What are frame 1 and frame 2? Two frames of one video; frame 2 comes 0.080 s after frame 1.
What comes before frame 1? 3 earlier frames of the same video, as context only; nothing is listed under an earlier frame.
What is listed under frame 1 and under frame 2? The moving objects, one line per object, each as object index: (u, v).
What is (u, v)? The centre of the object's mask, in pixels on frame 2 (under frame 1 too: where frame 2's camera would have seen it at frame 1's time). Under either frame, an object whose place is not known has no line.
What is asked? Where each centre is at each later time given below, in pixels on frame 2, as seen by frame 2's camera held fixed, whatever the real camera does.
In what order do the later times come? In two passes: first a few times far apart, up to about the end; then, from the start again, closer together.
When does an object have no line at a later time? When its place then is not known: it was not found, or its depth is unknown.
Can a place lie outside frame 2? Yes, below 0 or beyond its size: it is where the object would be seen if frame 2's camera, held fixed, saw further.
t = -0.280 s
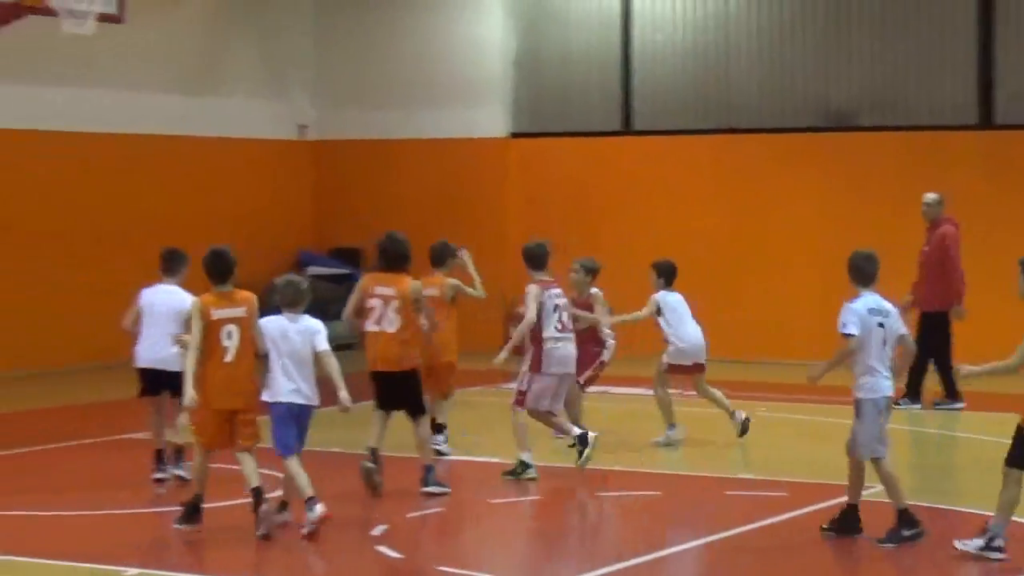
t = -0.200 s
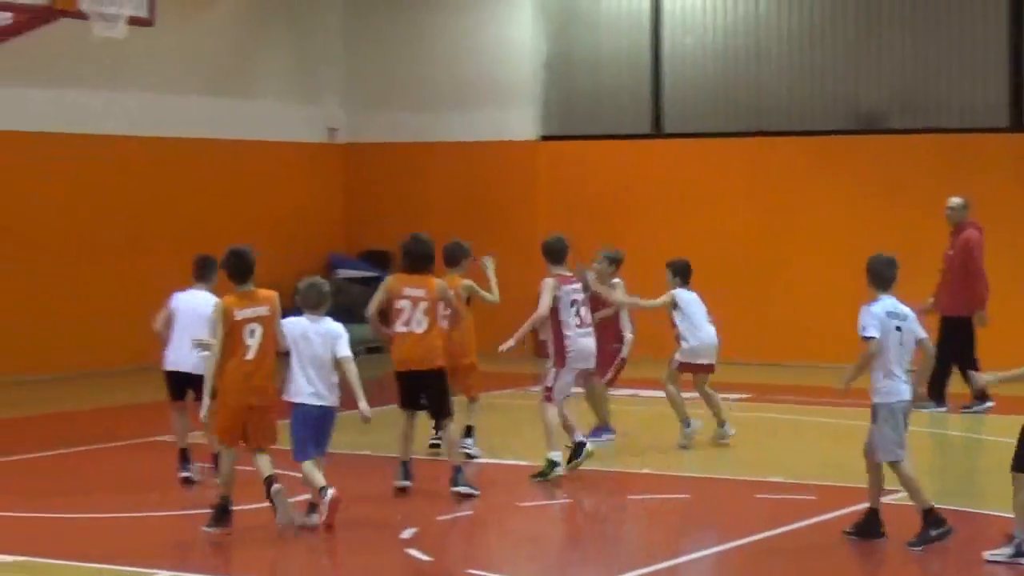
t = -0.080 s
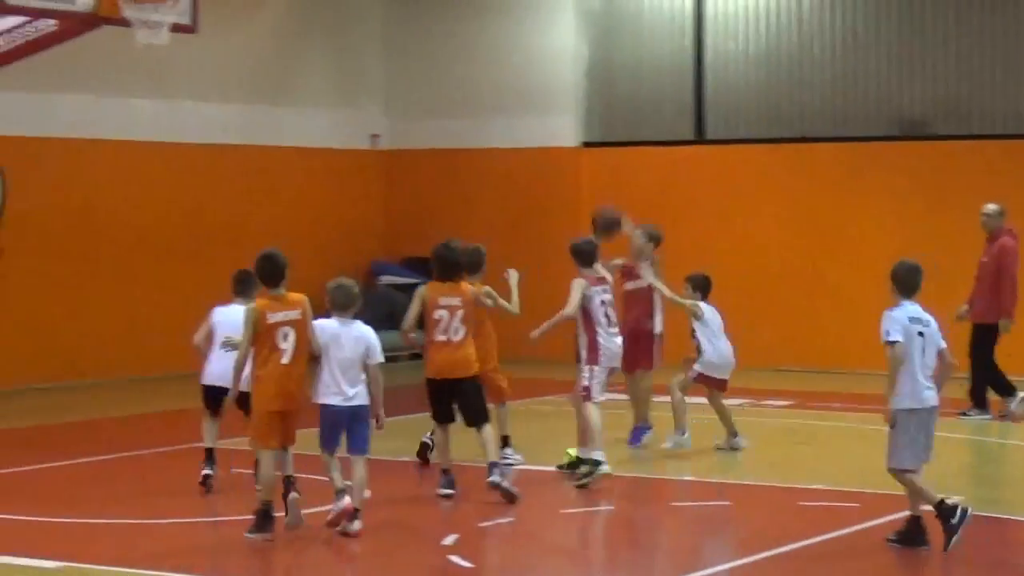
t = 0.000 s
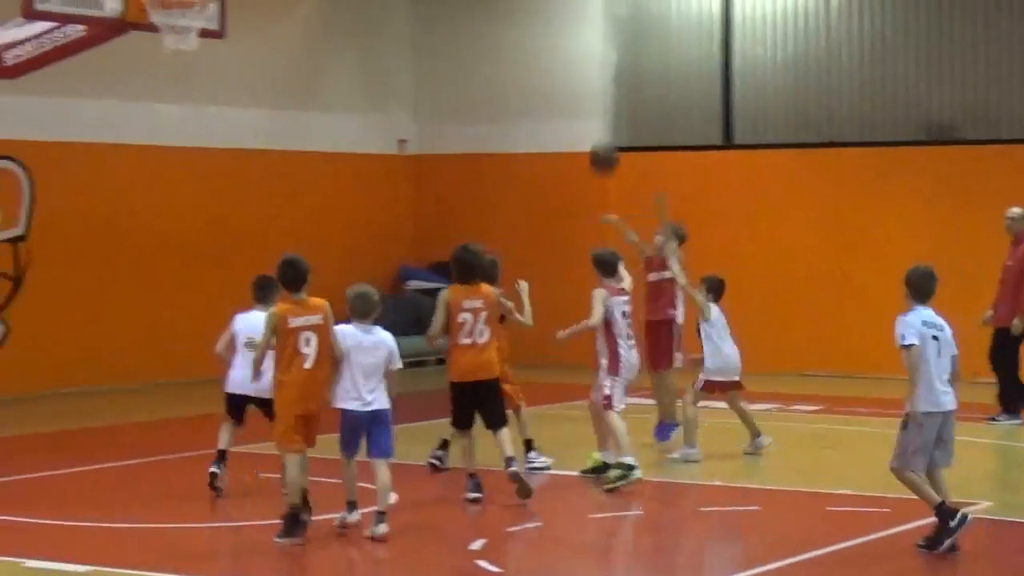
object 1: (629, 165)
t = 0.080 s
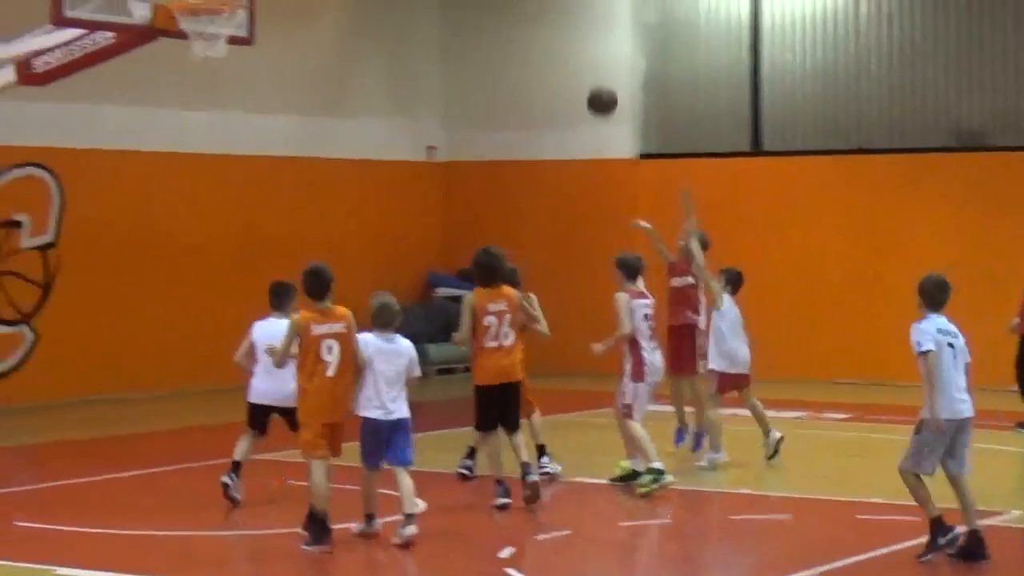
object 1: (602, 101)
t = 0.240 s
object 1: (540, -1)
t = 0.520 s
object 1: (420, -105)
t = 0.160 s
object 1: (572, 45)
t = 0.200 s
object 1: (557, 21)
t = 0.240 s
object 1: (540, -1)
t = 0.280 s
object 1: (523, -19)
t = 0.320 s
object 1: (506, -42)
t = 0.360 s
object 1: (489, -59)
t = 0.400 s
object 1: (473, -72)
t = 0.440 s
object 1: (455, -85)
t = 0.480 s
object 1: (438, -95)
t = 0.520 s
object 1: (420, -105)
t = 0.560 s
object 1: (402, -111)
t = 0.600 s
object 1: (384, -114)
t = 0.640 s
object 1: (367, -116)
